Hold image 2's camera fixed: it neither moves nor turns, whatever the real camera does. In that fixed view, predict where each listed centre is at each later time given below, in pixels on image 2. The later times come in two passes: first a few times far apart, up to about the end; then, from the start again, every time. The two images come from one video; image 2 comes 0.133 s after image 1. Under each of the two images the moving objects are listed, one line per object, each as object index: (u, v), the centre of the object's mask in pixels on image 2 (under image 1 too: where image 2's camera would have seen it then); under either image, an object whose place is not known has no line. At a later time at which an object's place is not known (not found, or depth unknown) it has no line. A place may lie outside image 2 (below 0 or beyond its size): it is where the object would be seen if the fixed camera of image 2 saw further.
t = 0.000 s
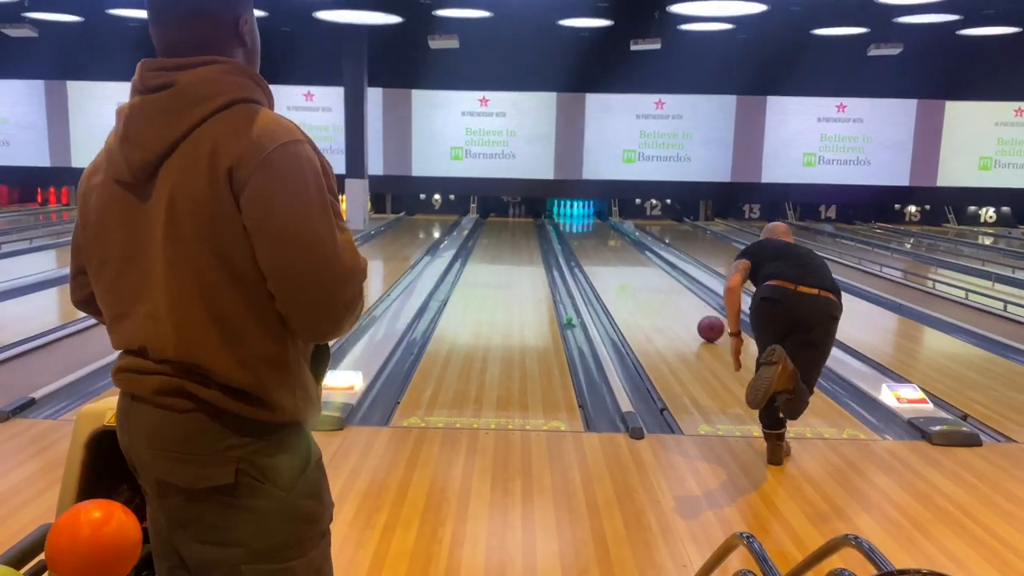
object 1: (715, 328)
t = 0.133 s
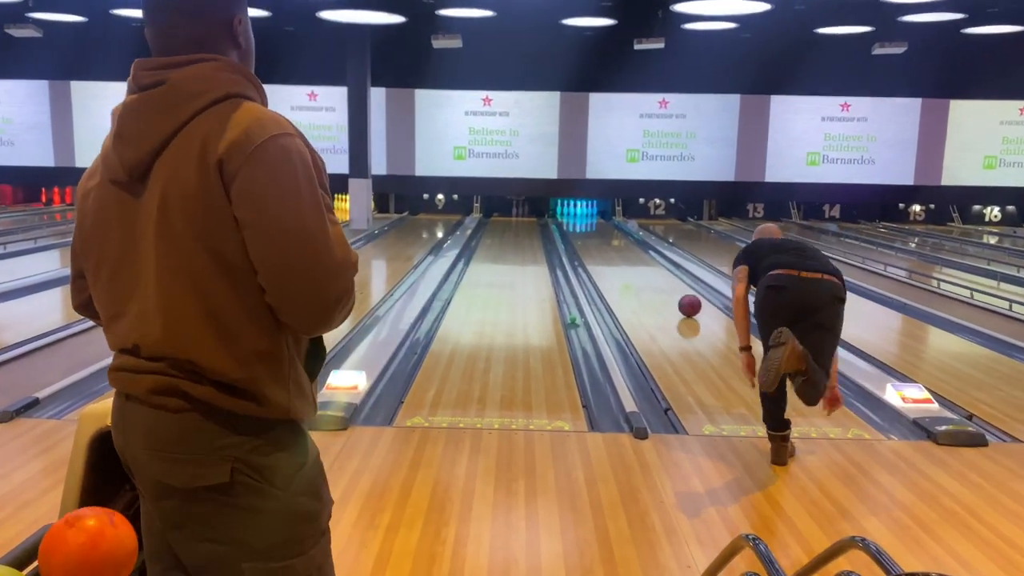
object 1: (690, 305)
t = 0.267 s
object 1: (670, 288)
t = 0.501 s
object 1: (645, 267)
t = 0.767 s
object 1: (626, 249)
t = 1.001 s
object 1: (614, 238)
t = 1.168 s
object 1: (605, 229)
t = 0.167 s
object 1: (684, 301)
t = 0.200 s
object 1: (679, 296)
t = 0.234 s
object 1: (675, 292)
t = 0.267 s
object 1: (670, 288)
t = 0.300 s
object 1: (666, 285)
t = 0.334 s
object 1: (662, 281)
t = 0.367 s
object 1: (658, 278)
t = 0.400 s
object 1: (655, 275)
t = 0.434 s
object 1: (651, 272)
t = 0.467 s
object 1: (648, 269)
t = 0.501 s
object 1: (645, 267)
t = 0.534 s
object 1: (642, 264)
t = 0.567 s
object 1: (640, 262)
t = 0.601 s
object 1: (637, 259)
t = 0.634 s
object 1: (635, 257)
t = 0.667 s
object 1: (632, 255)
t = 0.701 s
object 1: (630, 253)
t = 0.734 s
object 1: (628, 251)
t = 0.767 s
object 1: (626, 249)
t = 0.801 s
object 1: (624, 247)
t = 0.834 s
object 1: (621, 245)
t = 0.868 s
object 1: (620, 244)
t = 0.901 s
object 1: (618, 242)
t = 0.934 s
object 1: (616, 240)
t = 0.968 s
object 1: (615, 239)
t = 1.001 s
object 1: (614, 238)
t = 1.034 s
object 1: (612, 236)
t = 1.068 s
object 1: (610, 235)
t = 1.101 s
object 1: (608, 233)
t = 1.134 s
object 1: (606, 230)
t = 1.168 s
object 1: (605, 229)
